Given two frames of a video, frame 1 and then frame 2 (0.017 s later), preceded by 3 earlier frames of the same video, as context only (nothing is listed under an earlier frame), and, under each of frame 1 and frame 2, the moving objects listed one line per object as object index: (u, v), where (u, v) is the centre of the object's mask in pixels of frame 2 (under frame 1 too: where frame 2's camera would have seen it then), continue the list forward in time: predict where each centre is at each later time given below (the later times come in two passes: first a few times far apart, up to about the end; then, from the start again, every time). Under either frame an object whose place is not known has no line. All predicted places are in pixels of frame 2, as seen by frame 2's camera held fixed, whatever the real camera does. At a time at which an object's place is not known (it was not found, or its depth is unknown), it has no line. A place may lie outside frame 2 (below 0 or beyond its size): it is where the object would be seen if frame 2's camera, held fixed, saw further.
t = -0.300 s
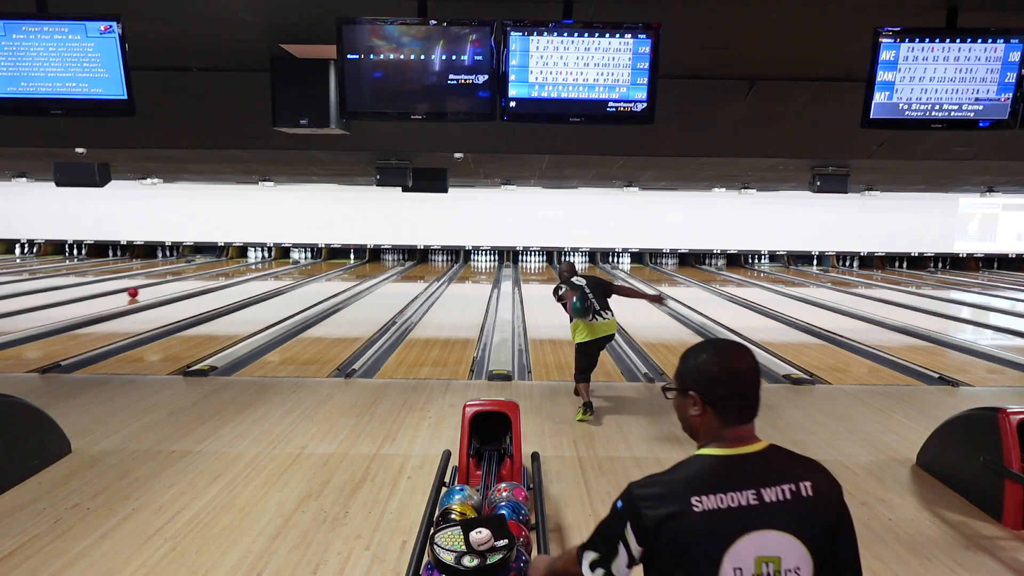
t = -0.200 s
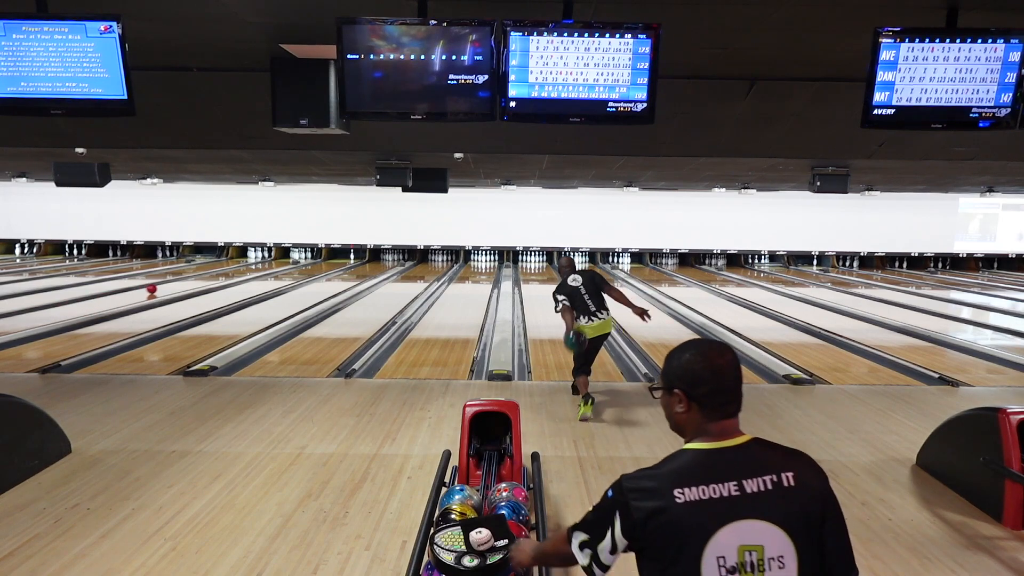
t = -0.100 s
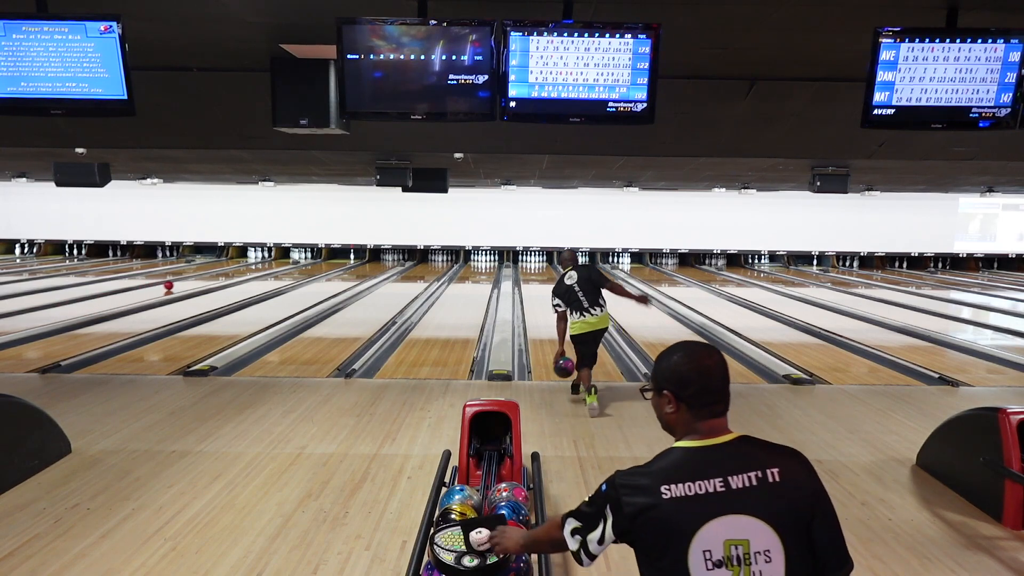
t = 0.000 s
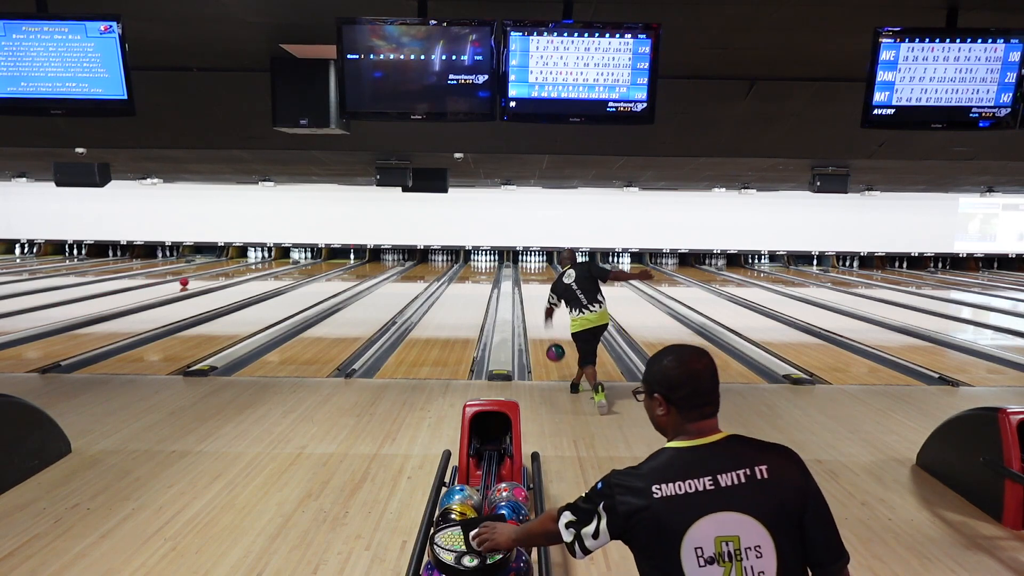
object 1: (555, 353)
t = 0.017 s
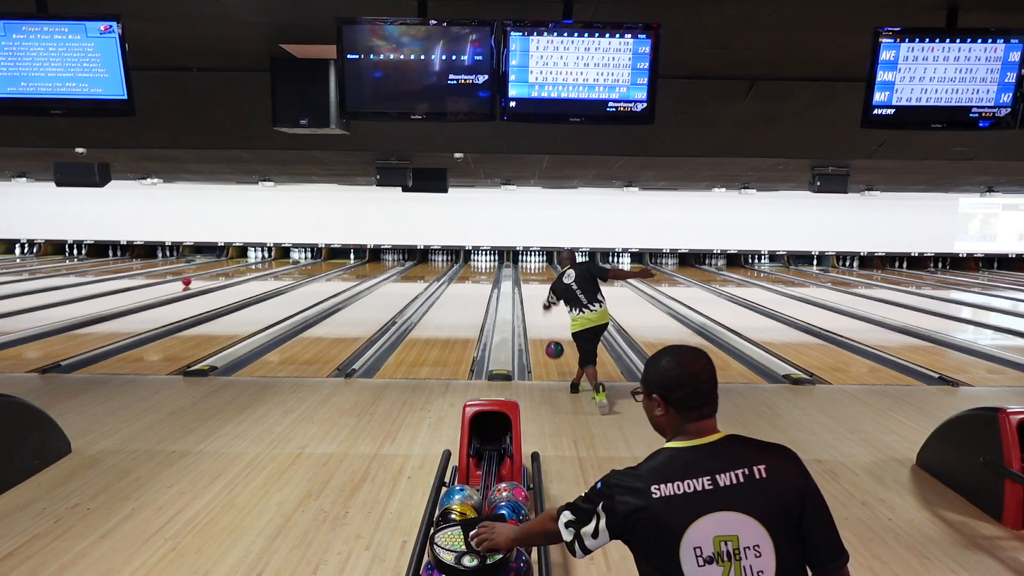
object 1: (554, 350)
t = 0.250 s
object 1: (544, 334)
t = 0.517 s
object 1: (537, 311)
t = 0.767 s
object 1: (533, 296)
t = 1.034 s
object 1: (530, 284)
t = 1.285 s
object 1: (529, 276)
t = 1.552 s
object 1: (528, 269)
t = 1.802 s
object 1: (528, 264)
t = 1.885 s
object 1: (528, 262)
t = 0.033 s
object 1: (553, 347)
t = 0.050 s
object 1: (552, 345)
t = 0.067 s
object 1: (552, 344)
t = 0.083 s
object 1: (551, 342)
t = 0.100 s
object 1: (550, 341)
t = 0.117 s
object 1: (549, 340)
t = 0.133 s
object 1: (549, 339)
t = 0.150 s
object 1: (548, 339)
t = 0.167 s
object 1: (547, 339)
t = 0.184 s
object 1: (547, 339)
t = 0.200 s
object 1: (546, 339)
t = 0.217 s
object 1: (545, 339)
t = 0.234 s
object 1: (545, 336)
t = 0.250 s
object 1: (544, 334)
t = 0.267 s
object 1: (543, 332)
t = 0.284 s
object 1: (543, 330)
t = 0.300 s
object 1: (543, 329)
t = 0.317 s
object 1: (542, 327)
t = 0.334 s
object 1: (542, 326)
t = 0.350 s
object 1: (541, 324)
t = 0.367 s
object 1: (541, 323)
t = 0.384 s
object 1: (540, 321)
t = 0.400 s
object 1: (540, 320)
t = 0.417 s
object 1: (539, 319)
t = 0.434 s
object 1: (539, 317)
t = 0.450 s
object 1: (539, 316)
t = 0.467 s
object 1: (538, 315)
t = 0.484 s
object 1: (538, 313)
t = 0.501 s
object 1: (537, 312)
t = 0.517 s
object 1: (537, 311)
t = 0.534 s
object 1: (537, 310)
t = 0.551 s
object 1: (536, 309)
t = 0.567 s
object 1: (536, 307)
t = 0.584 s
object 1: (536, 306)
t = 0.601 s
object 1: (536, 305)
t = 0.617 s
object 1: (535, 304)
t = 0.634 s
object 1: (535, 303)
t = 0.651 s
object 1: (535, 302)
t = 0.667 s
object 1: (534, 301)
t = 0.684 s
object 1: (534, 300)
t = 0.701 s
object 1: (534, 299)
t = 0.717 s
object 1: (534, 298)
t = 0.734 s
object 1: (533, 298)
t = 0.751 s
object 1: (533, 297)
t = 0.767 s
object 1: (533, 296)
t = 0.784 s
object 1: (533, 295)
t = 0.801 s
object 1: (533, 294)
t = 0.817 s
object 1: (532, 293)
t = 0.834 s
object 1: (532, 292)
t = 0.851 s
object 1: (532, 292)
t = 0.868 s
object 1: (532, 291)
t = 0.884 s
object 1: (532, 290)
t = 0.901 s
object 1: (532, 289)
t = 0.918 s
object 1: (531, 288)
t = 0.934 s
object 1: (531, 288)
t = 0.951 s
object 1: (531, 287)
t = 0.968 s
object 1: (531, 286)
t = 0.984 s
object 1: (531, 286)
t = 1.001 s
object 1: (530, 285)
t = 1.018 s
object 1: (530, 285)
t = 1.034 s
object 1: (530, 284)
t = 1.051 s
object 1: (530, 284)
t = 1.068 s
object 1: (530, 283)
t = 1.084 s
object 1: (530, 282)
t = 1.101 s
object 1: (530, 282)
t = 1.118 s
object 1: (530, 281)
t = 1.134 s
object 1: (530, 280)
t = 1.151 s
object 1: (529, 280)
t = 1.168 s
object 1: (529, 279)
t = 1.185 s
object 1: (529, 279)
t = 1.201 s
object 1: (529, 278)
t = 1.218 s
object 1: (529, 278)
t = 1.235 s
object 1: (529, 277)
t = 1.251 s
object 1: (529, 277)
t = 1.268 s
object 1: (529, 276)
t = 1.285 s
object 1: (529, 276)
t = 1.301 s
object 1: (528, 275)
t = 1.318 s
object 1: (529, 275)
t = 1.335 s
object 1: (528, 274)
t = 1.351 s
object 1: (528, 274)
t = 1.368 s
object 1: (528, 273)
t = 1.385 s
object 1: (528, 273)
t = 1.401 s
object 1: (528, 273)
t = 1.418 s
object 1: (528, 272)
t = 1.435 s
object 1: (528, 272)
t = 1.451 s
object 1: (528, 271)
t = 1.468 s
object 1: (528, 271)
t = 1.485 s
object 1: (528, 270)
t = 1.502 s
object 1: (528, 270)
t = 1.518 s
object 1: (528, 270)
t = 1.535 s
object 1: (528, 269)
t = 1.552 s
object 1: (528, 269)
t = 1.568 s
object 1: (528, 269)
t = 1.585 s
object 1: (528, 268)
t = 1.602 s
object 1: (528, 268)
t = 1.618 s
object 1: (528, 268)
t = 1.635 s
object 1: (528, 267)
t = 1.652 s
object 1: (528, 267)
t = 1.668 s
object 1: (528, 267)
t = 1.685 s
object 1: (528, 266)
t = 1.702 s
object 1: (528, 266)
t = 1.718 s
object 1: (528, 266)
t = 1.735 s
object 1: (528, 265)
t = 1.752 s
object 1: (527, 265)
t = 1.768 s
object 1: (527, 264)
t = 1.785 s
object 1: (527, 264)
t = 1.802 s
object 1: (528, 264)
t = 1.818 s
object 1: (527, 264)
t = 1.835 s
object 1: (528, 264)
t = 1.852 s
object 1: (528, 263)
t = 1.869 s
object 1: (528, 263)
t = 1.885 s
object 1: (528, 262)
